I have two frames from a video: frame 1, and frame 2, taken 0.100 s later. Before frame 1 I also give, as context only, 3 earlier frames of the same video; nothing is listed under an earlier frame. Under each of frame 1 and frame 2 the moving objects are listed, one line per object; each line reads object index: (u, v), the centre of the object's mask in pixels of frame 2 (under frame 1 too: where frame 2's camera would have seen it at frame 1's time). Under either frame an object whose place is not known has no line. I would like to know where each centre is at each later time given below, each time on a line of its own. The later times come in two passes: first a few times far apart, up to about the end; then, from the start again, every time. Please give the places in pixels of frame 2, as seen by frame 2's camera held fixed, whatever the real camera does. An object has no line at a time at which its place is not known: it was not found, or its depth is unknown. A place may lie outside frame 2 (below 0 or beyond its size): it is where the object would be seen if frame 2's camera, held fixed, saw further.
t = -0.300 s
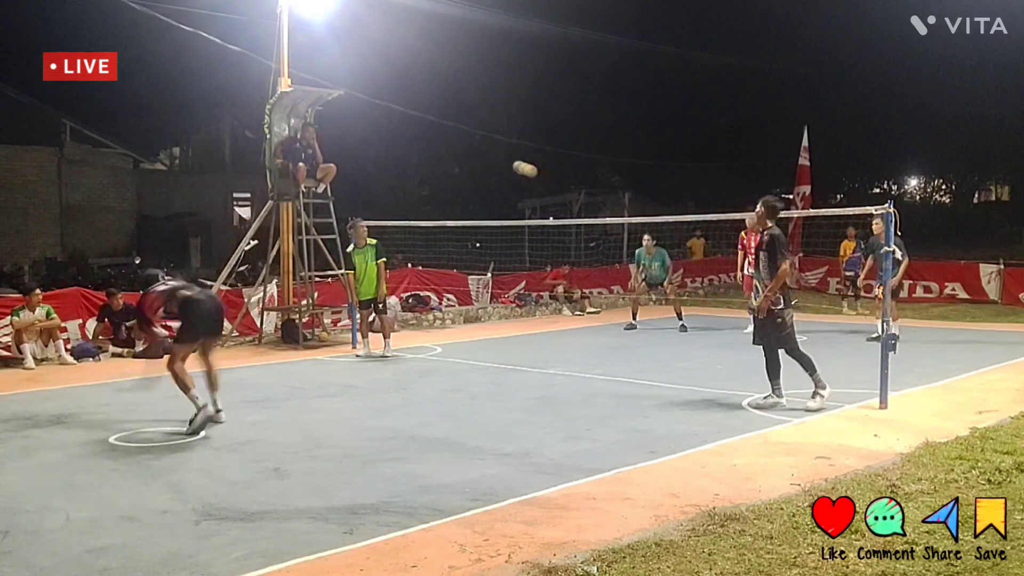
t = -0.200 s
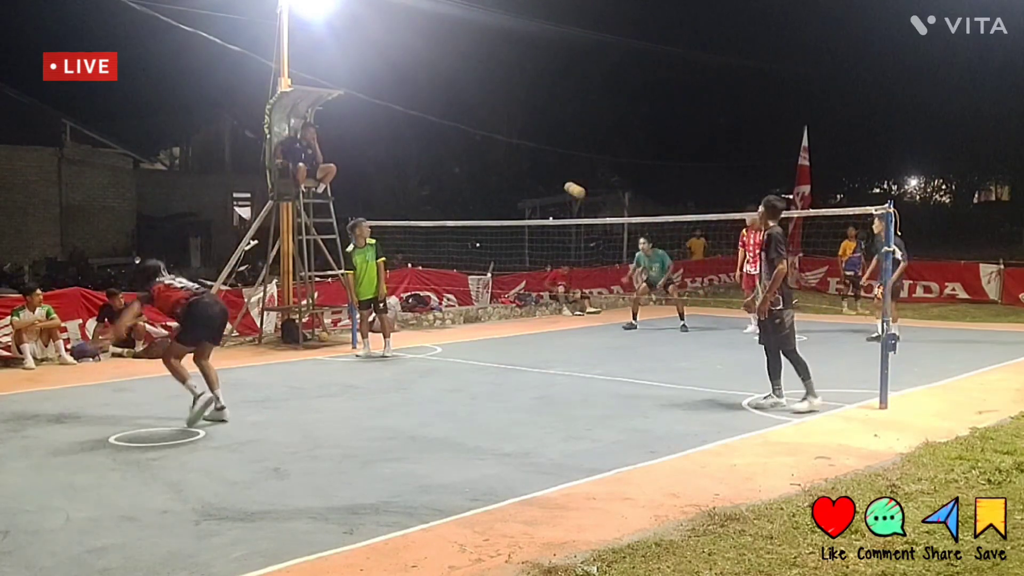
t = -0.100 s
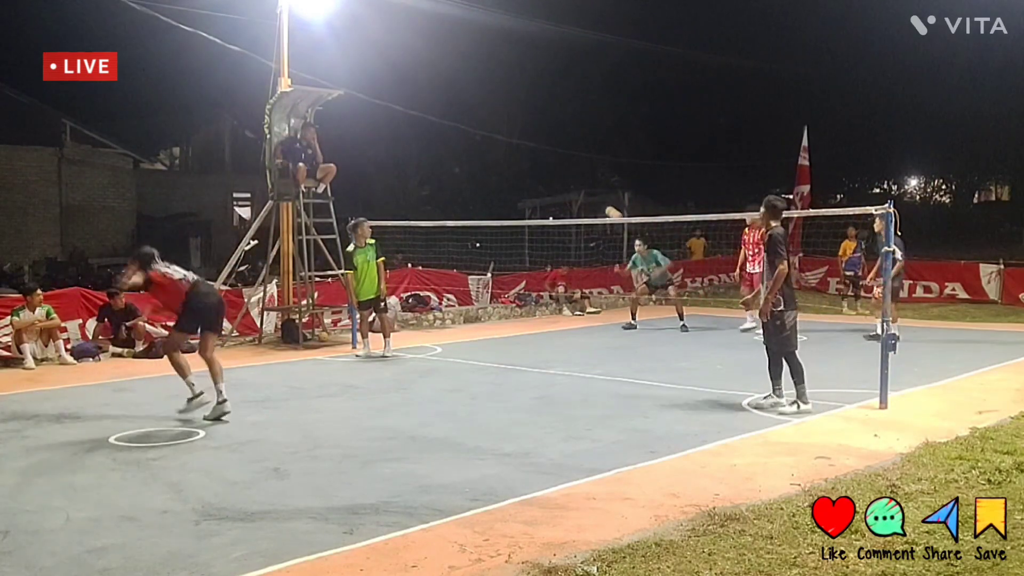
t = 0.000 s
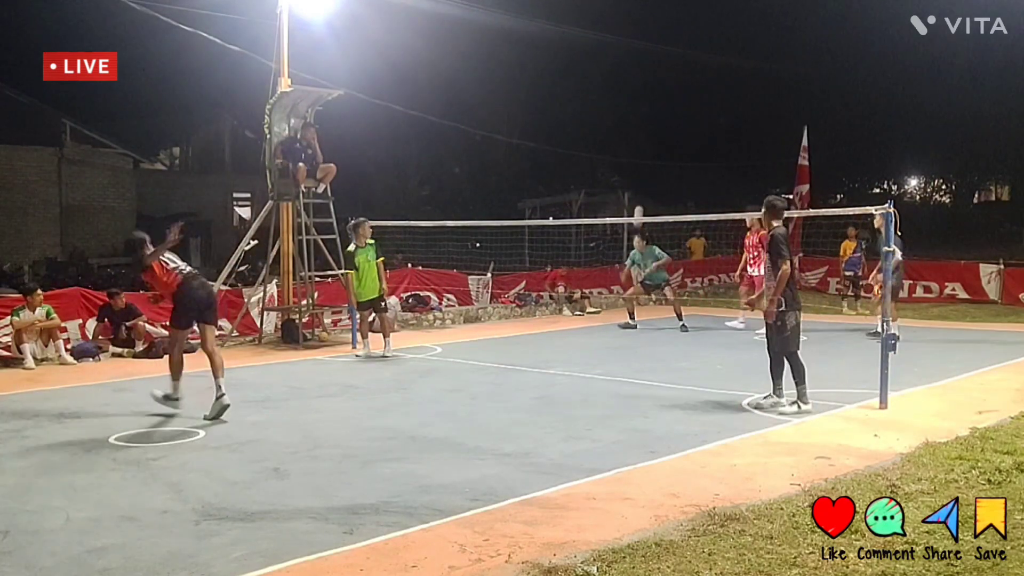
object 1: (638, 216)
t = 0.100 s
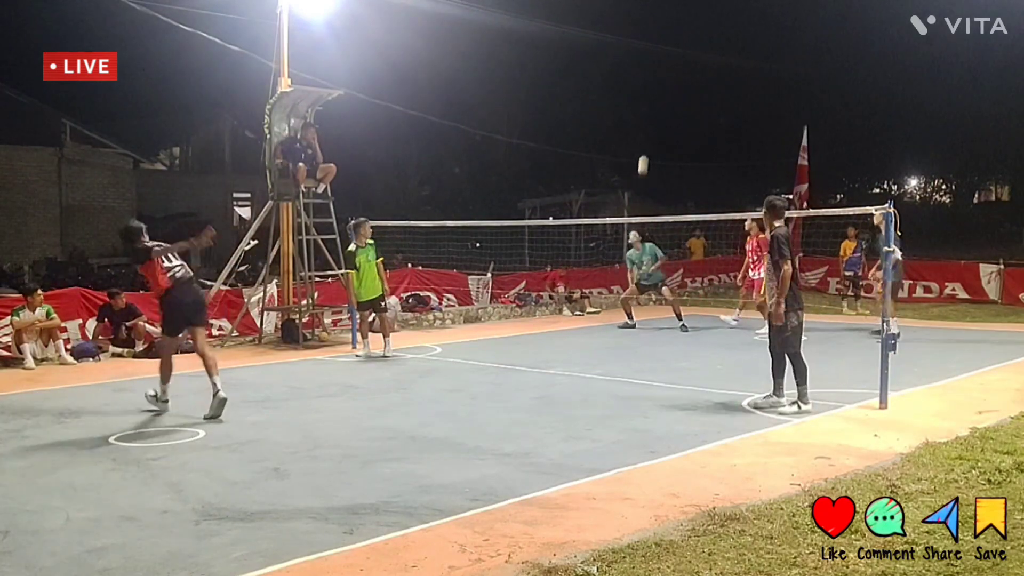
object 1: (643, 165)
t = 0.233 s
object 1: (649, 112)
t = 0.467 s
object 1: (657, 52)
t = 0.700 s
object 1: (665, 34)
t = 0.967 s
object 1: (671, 57)
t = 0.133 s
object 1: (645, 150)
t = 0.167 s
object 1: (646, 136)
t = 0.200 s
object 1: (647, 123)
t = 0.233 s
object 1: (649, 112)
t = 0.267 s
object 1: (650, 100)
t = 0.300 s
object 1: (652, 90)
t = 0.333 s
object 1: (653, 81)
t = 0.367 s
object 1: (654, 72)
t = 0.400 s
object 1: (655, 65)
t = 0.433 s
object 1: (656, 59)
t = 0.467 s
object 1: (657, 52)
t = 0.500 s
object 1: (659, 47)
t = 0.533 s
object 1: (660, 44)
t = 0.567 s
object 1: (661, 40)
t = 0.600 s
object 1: (662, 37)
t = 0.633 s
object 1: (663, 35)
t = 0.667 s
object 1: (664, 34)
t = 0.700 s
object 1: (665, 34)
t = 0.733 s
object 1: (666, 34)
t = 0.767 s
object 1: (667, 35)
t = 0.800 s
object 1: (667, 37)
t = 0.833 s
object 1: (668, 40)
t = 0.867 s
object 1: (669, 43)
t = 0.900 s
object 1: (670, 47)
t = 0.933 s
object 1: (670, 51)
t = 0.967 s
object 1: (671, 57)
